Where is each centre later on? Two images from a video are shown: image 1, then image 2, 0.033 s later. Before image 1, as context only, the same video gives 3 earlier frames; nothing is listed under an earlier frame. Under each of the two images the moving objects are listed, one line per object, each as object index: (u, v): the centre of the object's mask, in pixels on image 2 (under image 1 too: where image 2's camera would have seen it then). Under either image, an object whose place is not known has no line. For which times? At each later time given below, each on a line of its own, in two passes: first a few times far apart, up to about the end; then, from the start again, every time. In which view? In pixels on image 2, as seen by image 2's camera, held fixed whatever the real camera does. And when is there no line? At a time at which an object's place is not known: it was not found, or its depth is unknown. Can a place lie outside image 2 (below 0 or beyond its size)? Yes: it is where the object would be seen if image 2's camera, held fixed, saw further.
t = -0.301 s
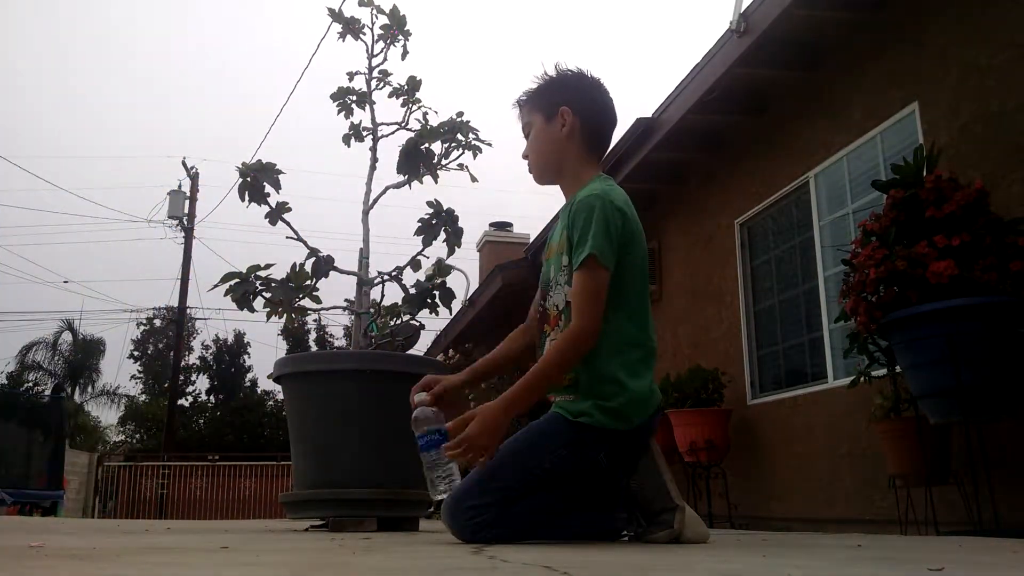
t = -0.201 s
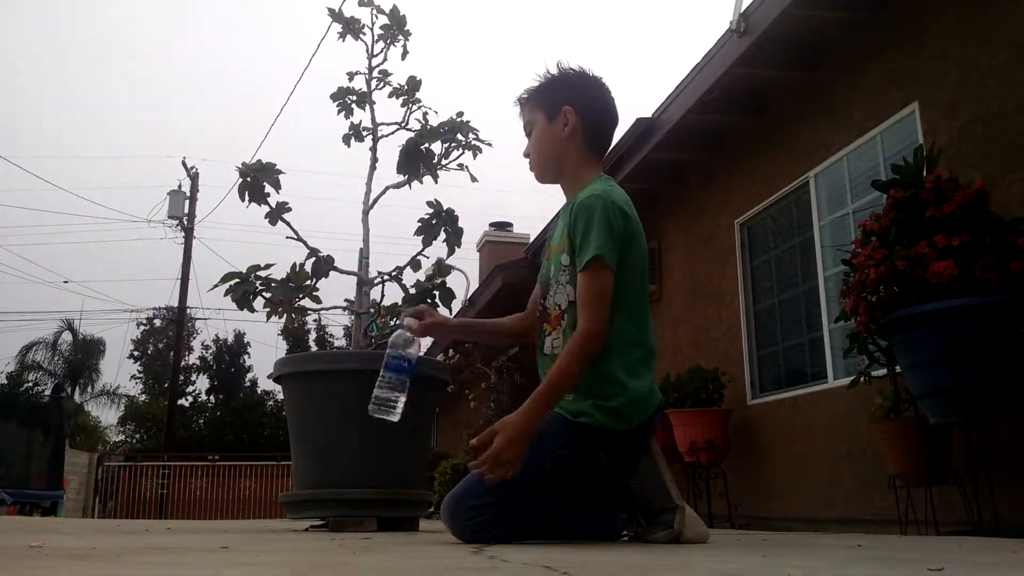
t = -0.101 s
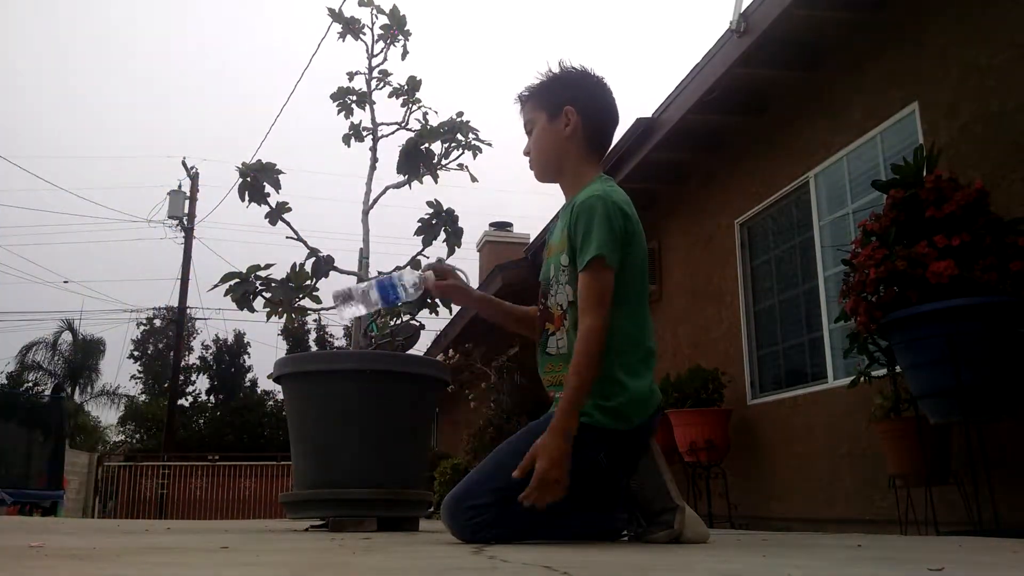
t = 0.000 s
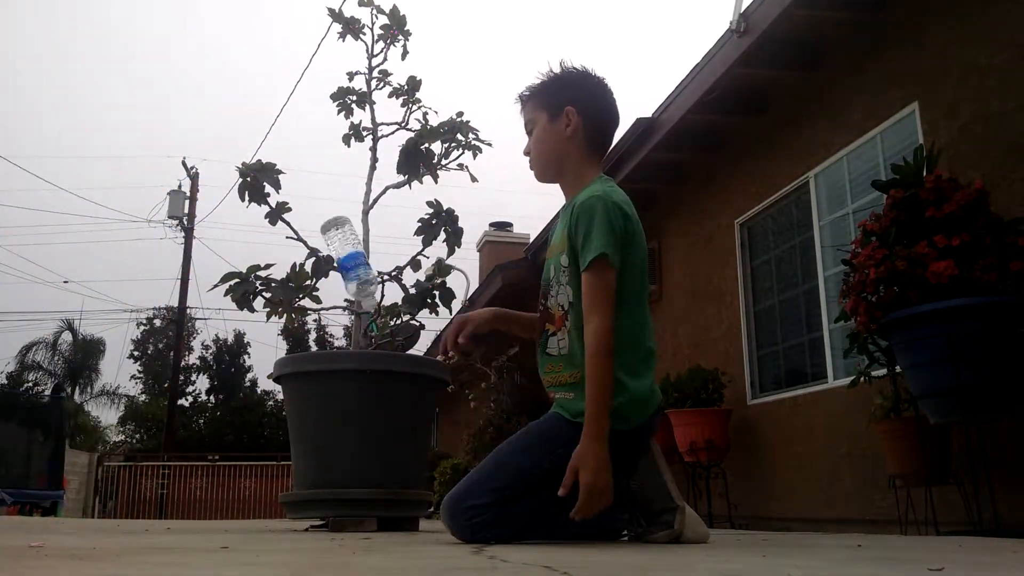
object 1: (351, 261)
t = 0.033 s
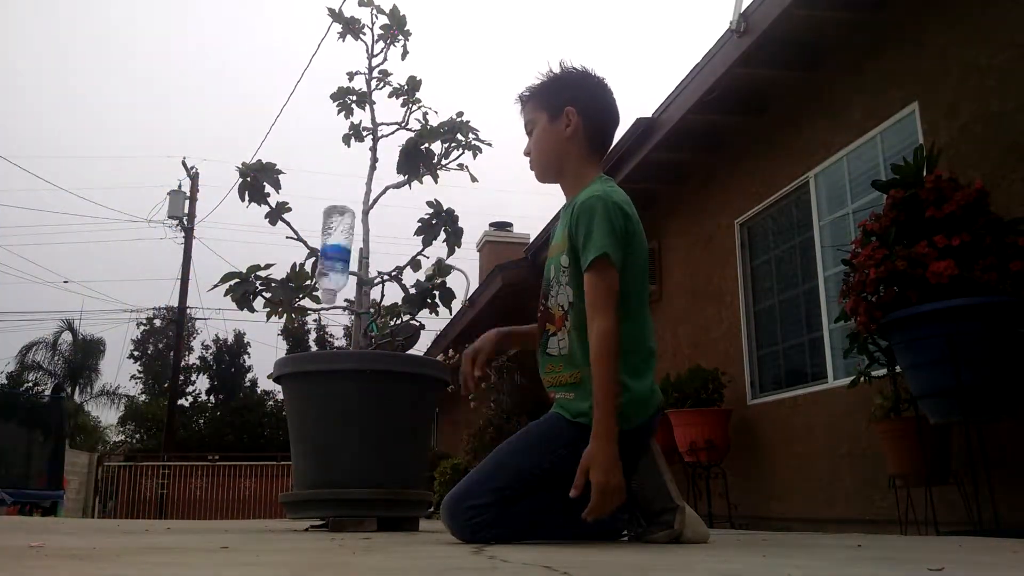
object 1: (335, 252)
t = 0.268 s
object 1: (288, 299)
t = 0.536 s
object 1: (228, 502)
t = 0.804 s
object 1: (212, 522)
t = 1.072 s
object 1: (219, 522)
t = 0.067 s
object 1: (321, 243)
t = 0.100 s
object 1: (312, 237)
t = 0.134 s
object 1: (306, 237)
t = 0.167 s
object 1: (302, 243)
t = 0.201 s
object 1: (299, 255)
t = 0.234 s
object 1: (294, 274)
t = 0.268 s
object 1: (288, 299)
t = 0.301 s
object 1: (282, 330)
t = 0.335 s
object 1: (275, 368)
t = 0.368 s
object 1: (268, 413)
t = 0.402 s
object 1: (260, 466)
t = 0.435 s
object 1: (250, 490)
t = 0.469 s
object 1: (242, 492)
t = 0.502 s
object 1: (234, 496)
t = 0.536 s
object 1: (228, 502)
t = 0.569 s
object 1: (223, 512)
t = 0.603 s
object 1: (218, 522)
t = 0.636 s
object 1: (212, 521)
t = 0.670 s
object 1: (210, 521)
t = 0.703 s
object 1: (210, 522)
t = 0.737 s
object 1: (210, 522)
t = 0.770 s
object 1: (211, 522)
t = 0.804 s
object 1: (212, 522)
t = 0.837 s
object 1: (213, 522)
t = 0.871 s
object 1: (214, 522)
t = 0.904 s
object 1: (215, 522)
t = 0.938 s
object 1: (216, 522)
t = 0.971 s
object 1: (217, 522)
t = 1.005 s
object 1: (217, 522)
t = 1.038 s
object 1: (218, 522)
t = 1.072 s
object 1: (219, 522)
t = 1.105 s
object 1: (220, 522)
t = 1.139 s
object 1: (221, 522)
